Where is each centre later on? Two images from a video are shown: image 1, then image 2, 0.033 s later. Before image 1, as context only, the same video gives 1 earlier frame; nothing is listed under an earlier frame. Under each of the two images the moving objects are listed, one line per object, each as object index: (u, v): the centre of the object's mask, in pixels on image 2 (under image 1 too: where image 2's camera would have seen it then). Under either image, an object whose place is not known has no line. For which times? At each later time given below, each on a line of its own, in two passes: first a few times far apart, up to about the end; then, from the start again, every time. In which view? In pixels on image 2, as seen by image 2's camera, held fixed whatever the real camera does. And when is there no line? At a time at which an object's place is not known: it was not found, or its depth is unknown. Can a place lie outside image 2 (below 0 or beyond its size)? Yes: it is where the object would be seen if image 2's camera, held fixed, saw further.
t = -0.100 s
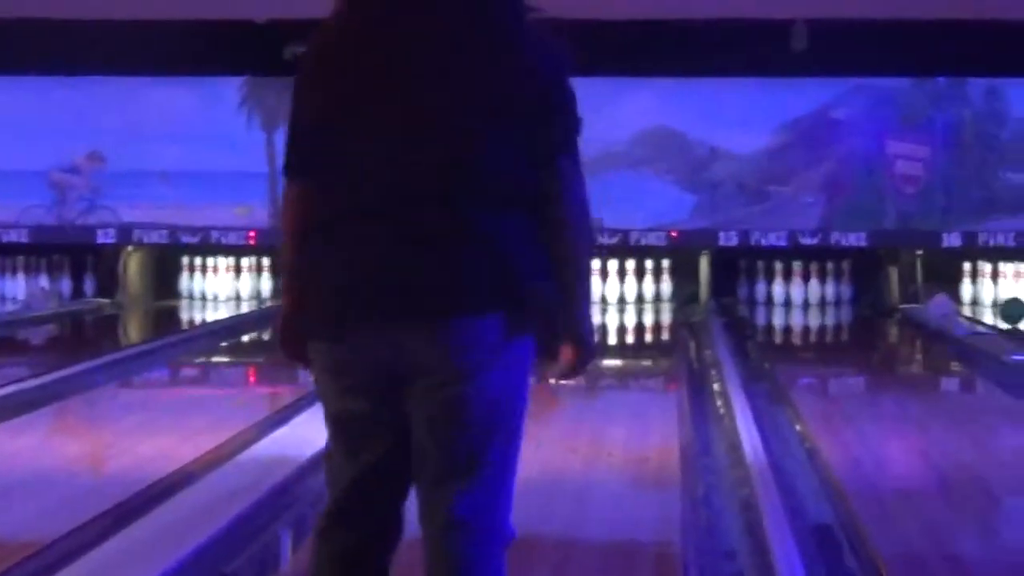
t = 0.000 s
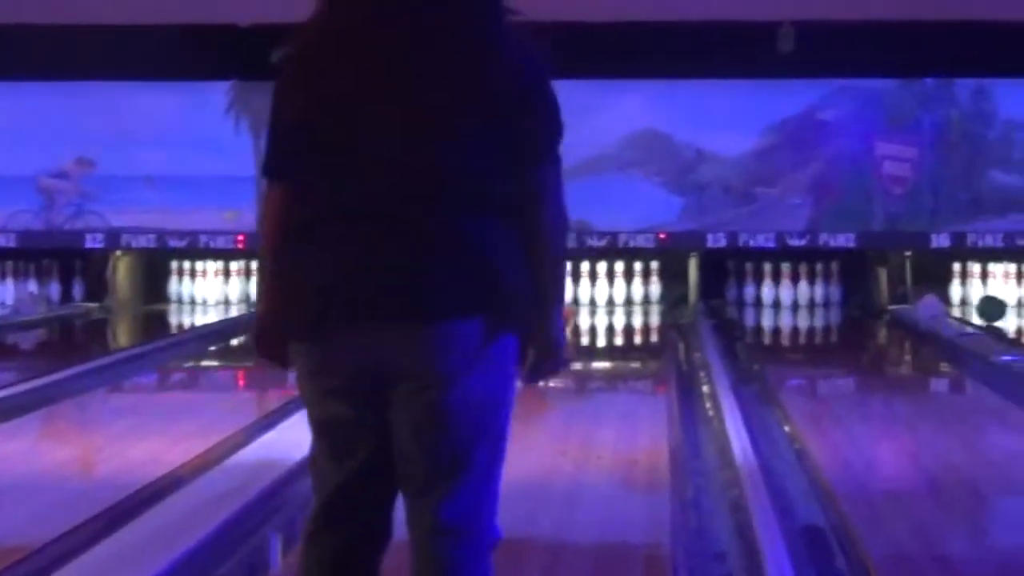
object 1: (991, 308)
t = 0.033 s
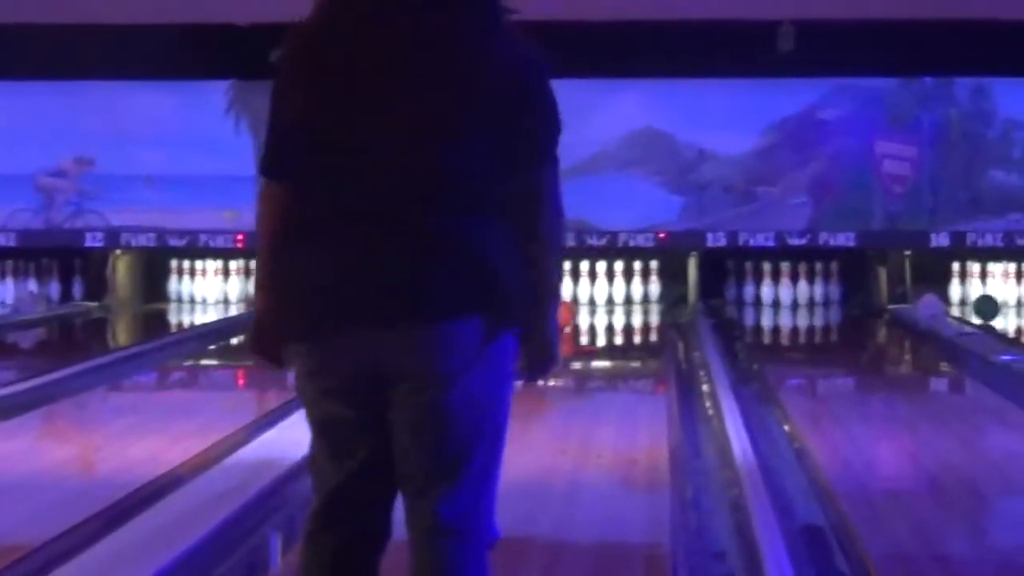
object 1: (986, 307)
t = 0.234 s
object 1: (966, 304)
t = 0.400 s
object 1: (956, 300)
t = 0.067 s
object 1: (983, 306)
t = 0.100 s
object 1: (979, 306)
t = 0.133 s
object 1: (976, 305)
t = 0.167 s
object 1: (973, 304)
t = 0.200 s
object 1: (969, 304)
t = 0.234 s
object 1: (966, 304)
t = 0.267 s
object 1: (962, 302)
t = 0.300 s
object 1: (959, 302)
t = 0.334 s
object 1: (959, 301)
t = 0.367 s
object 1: (958, 300)
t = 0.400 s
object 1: (956, 300)
